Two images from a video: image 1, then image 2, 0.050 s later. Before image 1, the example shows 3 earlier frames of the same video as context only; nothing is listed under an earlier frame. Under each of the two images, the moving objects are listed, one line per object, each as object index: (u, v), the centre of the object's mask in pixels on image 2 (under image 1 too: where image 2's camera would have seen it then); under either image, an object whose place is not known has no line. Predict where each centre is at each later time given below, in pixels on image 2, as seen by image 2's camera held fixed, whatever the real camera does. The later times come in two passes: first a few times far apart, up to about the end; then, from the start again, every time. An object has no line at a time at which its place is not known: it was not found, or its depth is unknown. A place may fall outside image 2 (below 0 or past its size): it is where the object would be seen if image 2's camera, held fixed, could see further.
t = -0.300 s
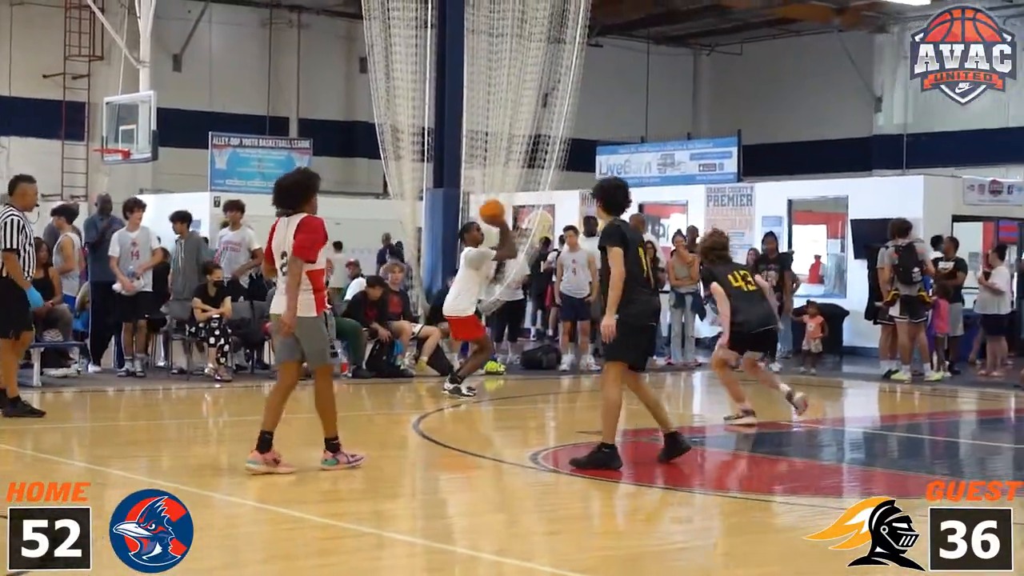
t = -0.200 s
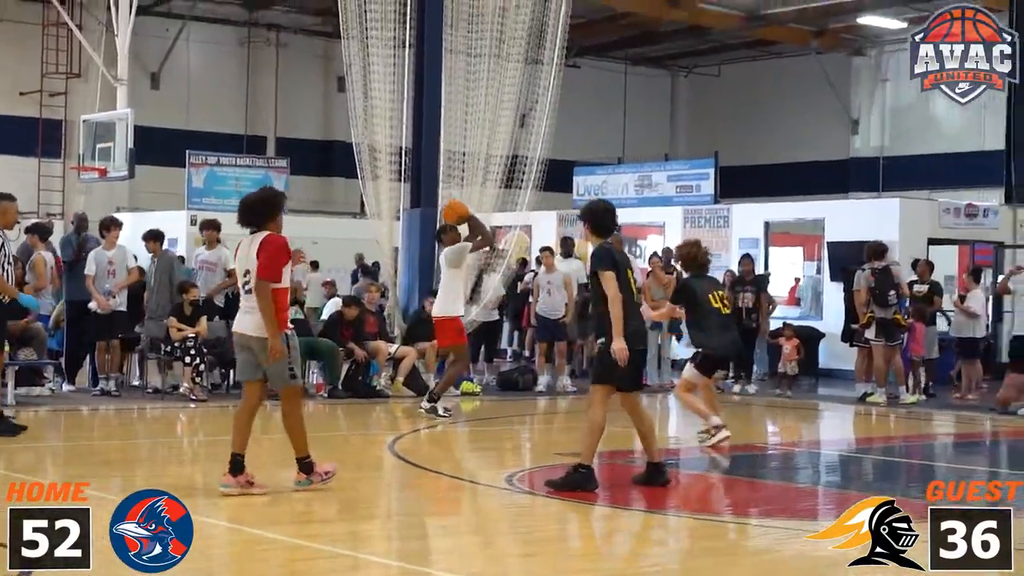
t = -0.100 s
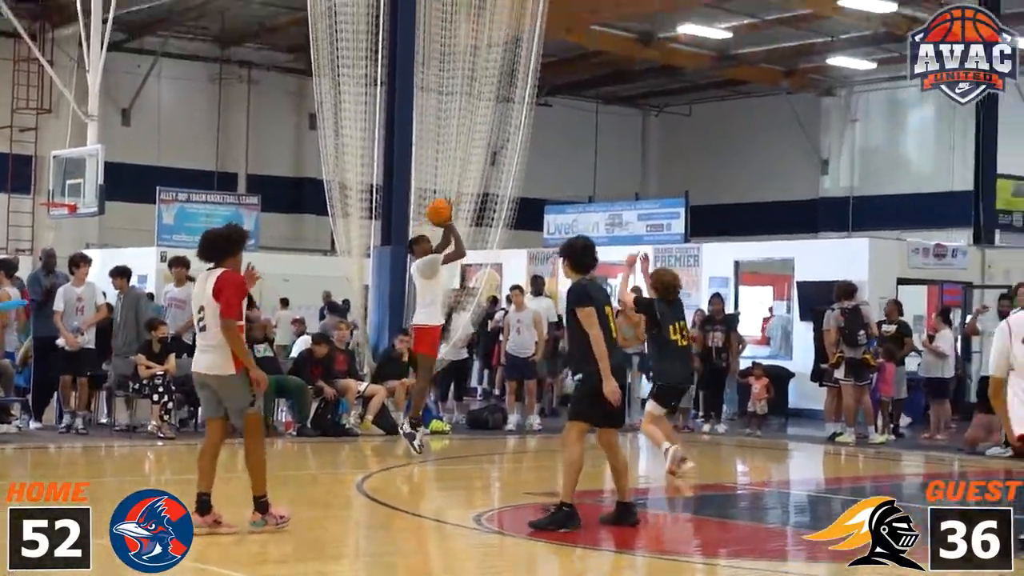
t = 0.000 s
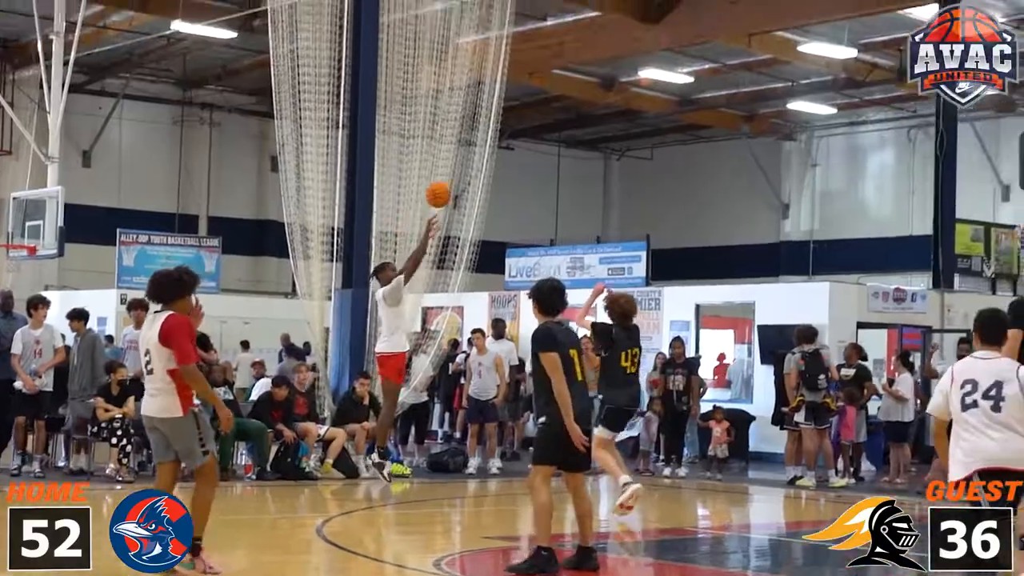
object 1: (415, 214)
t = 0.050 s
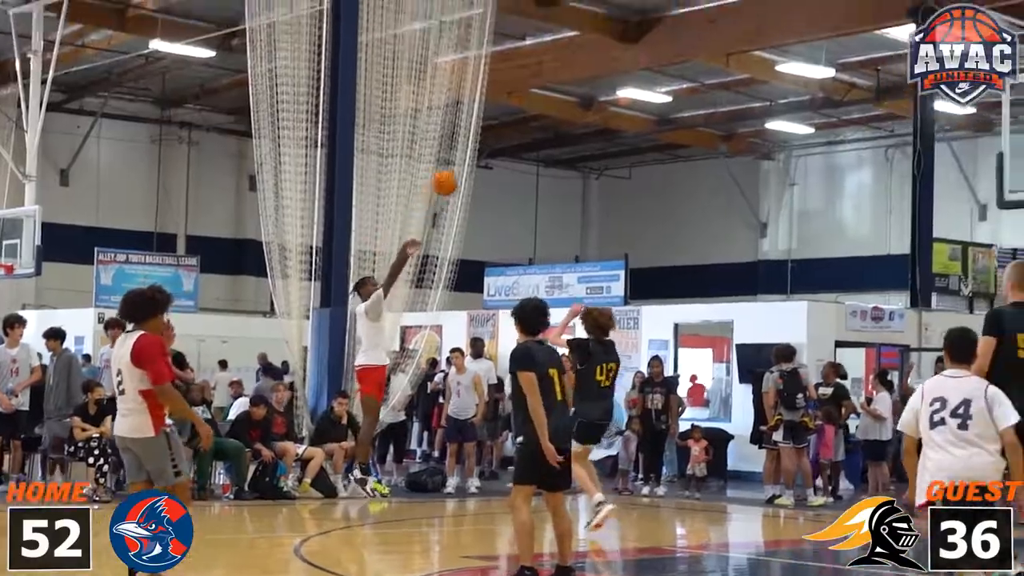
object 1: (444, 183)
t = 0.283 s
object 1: (574, 73)
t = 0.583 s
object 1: (748, 9)
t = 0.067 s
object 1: (453, 173)
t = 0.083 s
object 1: (463, 164)
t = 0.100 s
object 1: (473, 154)
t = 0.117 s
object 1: (482, 146)
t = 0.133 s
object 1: (491, 138)
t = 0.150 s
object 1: (500, 129)
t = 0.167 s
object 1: (510, 121)
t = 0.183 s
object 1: (518, 113)
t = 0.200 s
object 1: (528, 106)
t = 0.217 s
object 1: (537, 98)
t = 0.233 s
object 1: (545, 92)
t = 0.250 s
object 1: (555, 84)
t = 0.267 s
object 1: (564, 79)
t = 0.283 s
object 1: (574, 73)
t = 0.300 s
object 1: (584, 67)
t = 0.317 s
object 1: (592, 61)
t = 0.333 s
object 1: (601, 57)
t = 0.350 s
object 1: (610, 52)
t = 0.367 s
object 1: (621, 47)
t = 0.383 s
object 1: (630, 43)
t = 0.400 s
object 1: (639, 38)
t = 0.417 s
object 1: (649, 34)
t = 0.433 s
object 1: (658, 30)
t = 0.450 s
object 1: (668, 26)
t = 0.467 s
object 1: (678, 23)
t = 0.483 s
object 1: (688, 22)
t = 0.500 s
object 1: (698, 19)
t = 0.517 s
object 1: (708, 17)
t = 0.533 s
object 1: (718, 14)
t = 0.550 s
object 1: (728, 12)
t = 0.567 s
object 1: (738, 10)
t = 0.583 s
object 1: (748, 9)
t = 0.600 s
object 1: (758, 9)
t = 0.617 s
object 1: (768, 8)
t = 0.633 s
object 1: (778, 7)
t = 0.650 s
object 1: (788, 7)
